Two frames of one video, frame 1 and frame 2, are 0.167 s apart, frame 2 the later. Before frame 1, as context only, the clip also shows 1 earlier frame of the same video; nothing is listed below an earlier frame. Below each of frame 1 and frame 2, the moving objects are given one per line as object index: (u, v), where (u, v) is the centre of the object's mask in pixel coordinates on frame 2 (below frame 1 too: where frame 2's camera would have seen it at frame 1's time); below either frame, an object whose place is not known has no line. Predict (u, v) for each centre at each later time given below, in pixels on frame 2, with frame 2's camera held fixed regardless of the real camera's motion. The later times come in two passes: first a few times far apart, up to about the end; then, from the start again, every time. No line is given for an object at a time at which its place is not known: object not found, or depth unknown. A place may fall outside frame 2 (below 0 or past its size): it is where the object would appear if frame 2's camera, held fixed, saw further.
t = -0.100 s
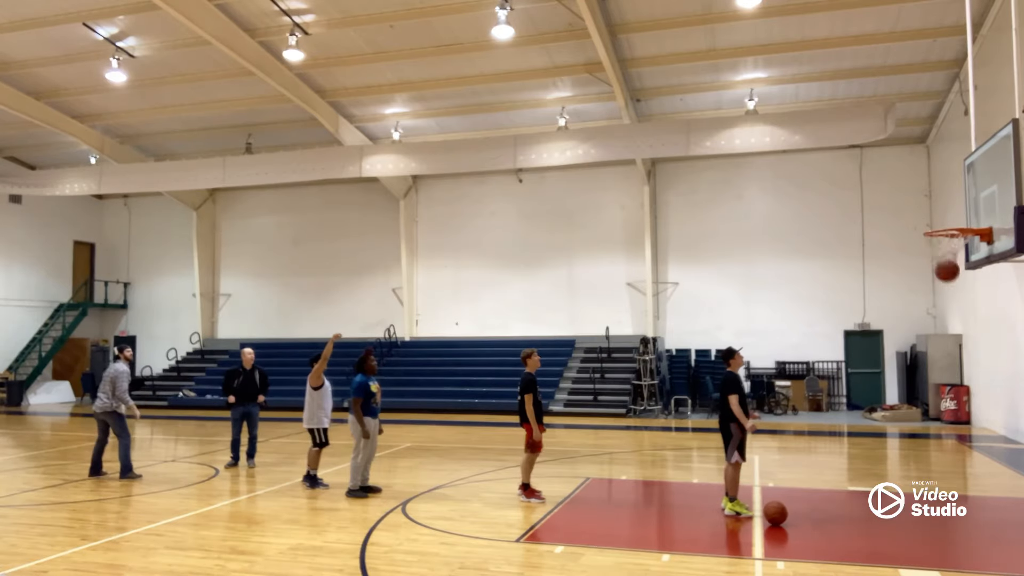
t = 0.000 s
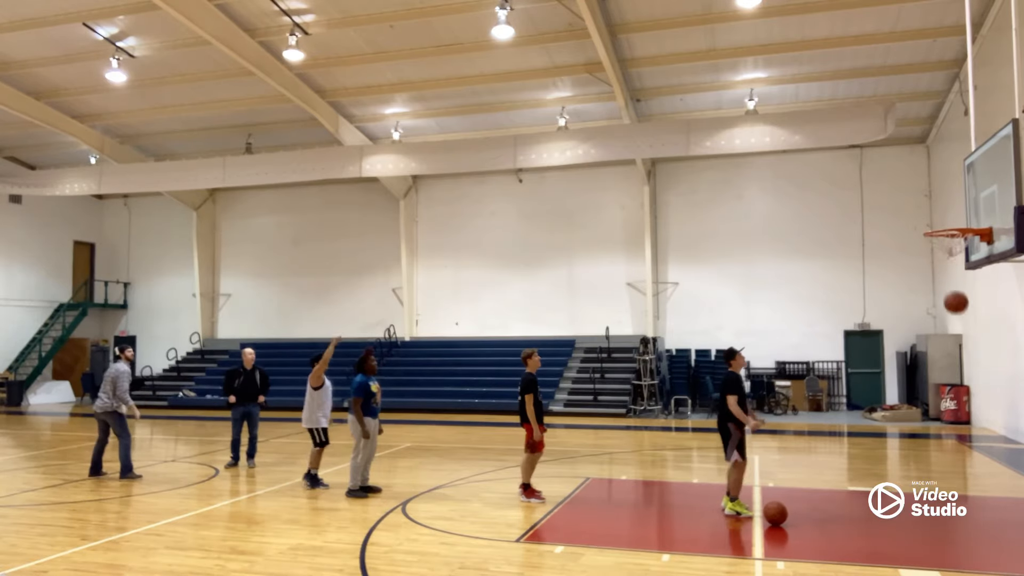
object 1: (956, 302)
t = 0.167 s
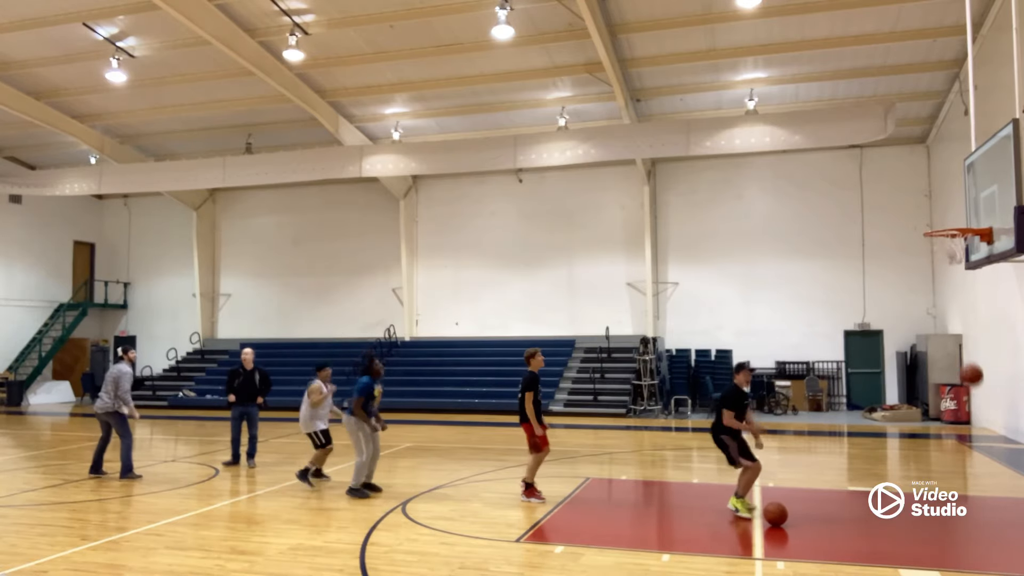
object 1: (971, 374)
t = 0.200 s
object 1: (975, 392)
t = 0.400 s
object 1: (992, 496)
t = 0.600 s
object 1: (1003, 414)
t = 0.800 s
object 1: (1014, 369)
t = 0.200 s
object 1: (975, 392)
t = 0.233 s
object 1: (978, 411)
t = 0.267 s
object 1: (981, 430)
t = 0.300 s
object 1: (984, 451)
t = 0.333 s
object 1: (986, 470)
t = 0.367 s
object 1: (989, 491)
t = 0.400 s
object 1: (992, 496)
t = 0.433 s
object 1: (993, 480)
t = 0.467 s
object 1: (995, 465)
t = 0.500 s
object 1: (997, 451)
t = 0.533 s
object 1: (999, 437)
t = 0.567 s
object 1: (1001, 425)
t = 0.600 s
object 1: (1003, 414)
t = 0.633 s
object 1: (1005, 404)
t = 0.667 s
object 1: (1007, 395)
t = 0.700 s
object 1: (1009, 387)
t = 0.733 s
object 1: (1011, 380)
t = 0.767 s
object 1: (1013, 374)
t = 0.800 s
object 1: (1014, 369)
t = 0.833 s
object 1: (1015, 364)
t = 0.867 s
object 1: (1016, 361)
